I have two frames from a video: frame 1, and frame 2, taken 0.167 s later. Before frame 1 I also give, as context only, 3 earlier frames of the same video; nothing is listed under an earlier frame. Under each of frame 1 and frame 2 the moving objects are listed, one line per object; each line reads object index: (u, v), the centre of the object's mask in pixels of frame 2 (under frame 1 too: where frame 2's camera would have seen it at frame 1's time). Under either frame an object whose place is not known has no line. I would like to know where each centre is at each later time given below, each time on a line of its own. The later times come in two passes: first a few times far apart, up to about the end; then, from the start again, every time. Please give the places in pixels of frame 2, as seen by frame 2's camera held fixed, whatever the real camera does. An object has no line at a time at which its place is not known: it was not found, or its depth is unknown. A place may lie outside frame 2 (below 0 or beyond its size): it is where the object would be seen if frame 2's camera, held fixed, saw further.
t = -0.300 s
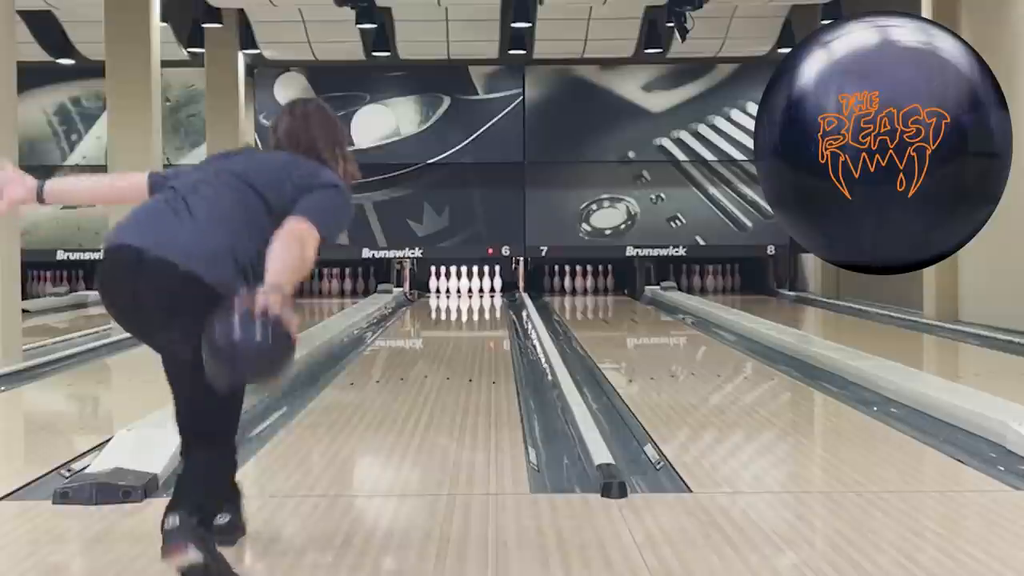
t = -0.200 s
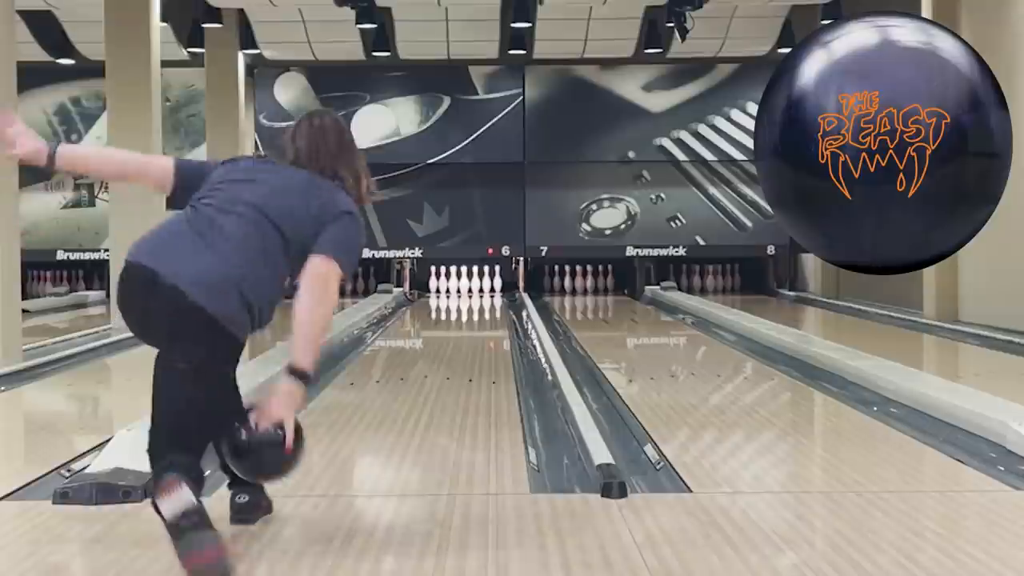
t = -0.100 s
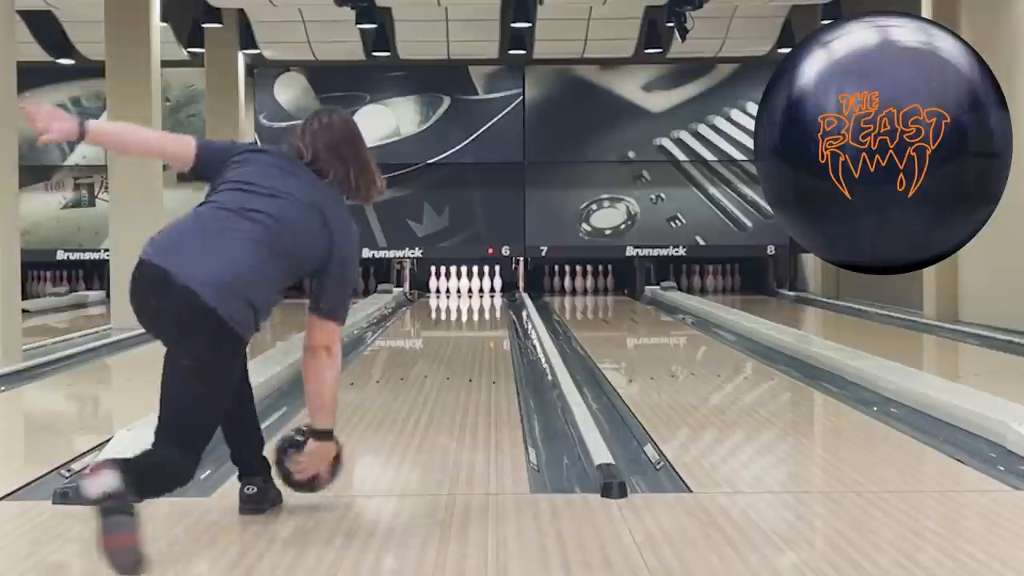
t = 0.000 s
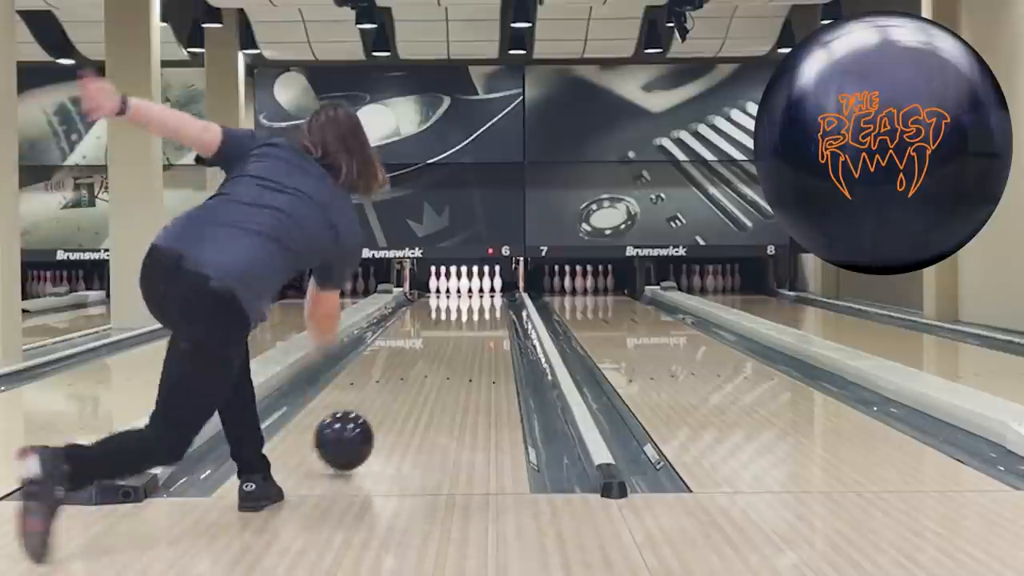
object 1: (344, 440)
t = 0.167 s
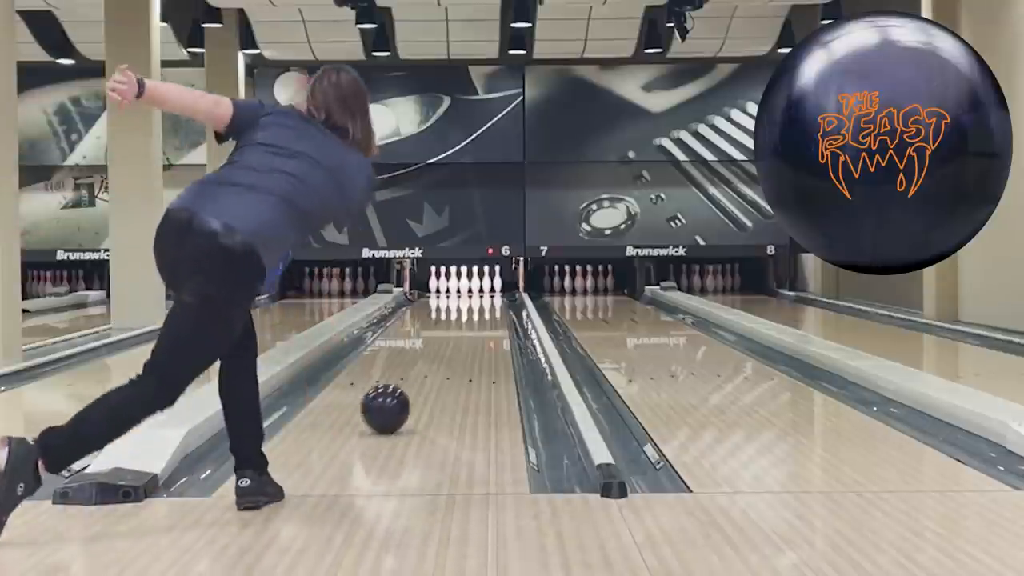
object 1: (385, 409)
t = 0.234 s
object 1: (398, 397)
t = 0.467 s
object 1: (431, 366)
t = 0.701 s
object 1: (453, 345)
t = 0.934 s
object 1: (468, 330)
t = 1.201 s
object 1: (479, 316)
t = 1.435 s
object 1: (486, 308)
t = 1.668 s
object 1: (489, 300)
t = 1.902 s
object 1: (488, 295)
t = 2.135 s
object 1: (480, 290)
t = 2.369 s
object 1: (469, 287)
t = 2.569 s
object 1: (465, 287)
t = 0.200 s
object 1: (392, 402)
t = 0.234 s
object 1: (398, 397)
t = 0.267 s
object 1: (403, 392)
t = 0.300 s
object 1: (409, 387)
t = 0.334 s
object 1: (414, 382)
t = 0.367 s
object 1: (418, 378)
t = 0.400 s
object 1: (423, 374)
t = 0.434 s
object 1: (427, 370)
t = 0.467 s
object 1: (431, 366)
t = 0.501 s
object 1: (435, 362)
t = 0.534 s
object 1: (438, 359)
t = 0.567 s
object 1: (441, 356)
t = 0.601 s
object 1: (444, 353)
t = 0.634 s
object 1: (447, 350)
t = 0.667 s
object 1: (450, 347)
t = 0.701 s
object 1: (453, 345)
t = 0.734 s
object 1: (455, 342)
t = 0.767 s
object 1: (457, 340)
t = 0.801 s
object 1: (460, 338)
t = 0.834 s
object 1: (462, 336)
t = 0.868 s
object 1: (464, 334)
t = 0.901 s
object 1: (466, 332)
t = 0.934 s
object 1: (468, 330)
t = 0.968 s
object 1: (469, 328)
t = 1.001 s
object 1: (471, 326)
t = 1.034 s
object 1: (473, 324)
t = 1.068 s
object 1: (474, 323)
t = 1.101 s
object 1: (475, 320)
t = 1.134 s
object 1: (476, 319)
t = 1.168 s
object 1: (478, 317)
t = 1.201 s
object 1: (479, 316)
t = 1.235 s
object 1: (480, 315)
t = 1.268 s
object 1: (481, 314)
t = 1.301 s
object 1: (482, 312)
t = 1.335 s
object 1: (483, 311)
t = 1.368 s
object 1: (484, 310)
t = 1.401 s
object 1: (485, 309)
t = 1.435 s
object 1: (486, 308)
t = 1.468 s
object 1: (486, 306)
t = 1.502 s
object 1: (487, 305)
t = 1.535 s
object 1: (488, 304)
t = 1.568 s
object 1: (488, 303)
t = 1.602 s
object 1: (489, 302)
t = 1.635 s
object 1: (489, 301)
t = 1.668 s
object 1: (489, 300)
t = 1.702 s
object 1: (489, 300)
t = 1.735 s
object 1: (489, 299)
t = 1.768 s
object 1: (489, 298)
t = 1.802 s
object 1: (489, 297)
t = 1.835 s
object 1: (489, 296)
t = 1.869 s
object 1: (488, 295)
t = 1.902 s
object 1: (488, 295)
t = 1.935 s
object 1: (487, 294)
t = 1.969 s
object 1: (486, 293)
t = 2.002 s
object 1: (486, 293)
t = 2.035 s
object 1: (485, 292)
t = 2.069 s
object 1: (484, 291)
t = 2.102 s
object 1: (482, 291)
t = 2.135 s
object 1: (480, 290)
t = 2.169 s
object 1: (479, 290)
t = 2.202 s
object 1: (478, 289)
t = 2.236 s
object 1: (475, 289)
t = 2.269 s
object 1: (474, 288)
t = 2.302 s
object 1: (473, 288)
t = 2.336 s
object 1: (470, 288)
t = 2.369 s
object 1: (469, 287)
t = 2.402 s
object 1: (469, 288)
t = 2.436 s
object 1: (469, 287)
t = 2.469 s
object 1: (467, 287)
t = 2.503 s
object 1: (467, 287)
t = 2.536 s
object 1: (466, 287)
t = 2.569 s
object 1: (465, 287)
